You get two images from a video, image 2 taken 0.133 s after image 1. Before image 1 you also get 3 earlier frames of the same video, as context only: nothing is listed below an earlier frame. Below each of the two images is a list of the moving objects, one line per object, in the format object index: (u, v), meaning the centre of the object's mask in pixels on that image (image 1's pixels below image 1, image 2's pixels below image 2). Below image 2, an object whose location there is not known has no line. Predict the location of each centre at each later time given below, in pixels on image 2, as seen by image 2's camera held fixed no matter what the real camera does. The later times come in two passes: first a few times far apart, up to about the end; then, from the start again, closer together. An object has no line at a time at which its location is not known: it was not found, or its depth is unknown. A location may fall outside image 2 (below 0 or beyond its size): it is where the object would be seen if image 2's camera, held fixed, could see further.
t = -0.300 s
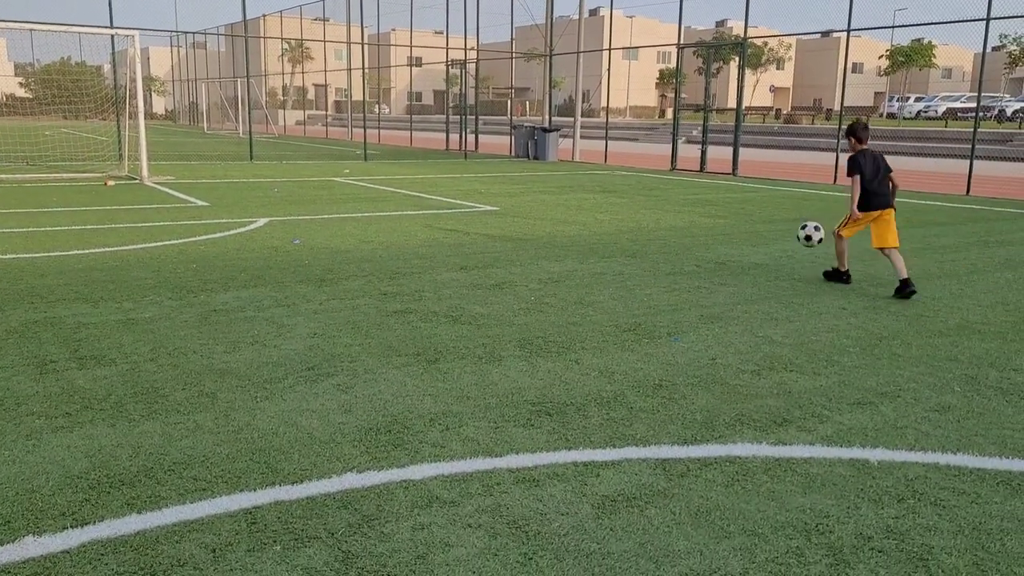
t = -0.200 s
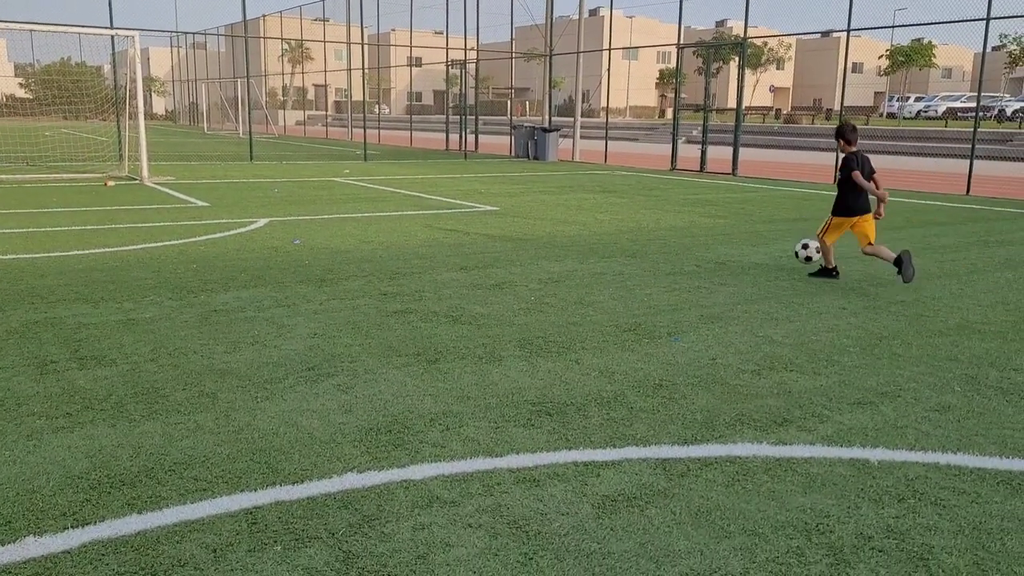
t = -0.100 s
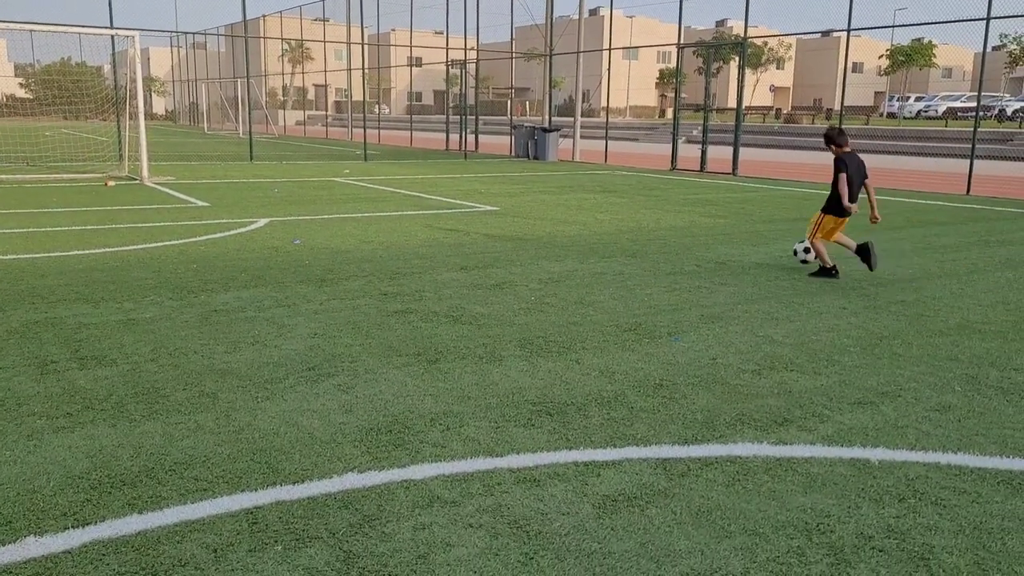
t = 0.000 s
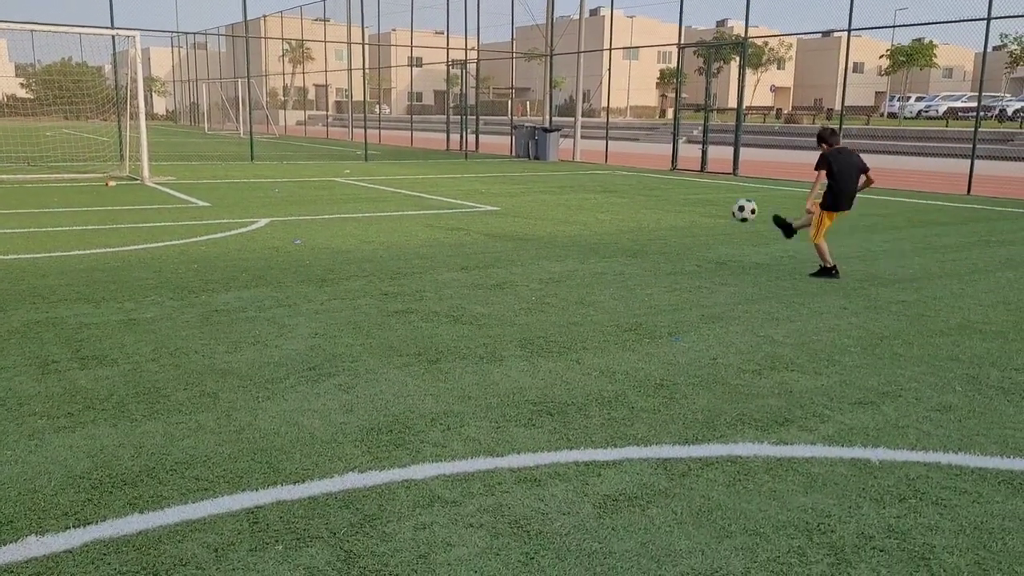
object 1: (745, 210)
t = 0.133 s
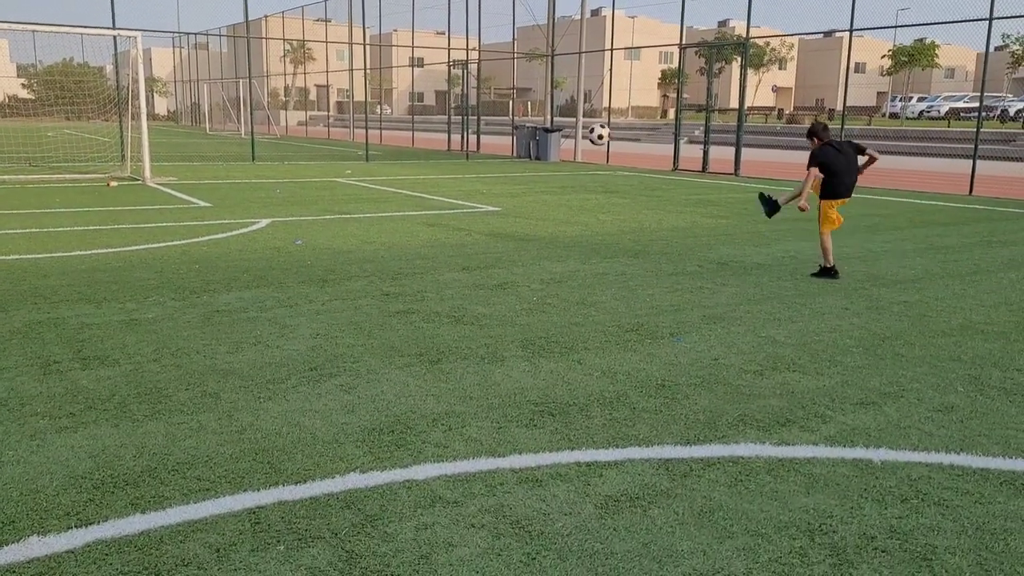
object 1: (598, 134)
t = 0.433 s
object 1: (348, 46)
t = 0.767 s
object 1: (150, 37)
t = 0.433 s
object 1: (348, 46)
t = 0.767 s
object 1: (150, 37)
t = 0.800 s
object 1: (134, 41)
